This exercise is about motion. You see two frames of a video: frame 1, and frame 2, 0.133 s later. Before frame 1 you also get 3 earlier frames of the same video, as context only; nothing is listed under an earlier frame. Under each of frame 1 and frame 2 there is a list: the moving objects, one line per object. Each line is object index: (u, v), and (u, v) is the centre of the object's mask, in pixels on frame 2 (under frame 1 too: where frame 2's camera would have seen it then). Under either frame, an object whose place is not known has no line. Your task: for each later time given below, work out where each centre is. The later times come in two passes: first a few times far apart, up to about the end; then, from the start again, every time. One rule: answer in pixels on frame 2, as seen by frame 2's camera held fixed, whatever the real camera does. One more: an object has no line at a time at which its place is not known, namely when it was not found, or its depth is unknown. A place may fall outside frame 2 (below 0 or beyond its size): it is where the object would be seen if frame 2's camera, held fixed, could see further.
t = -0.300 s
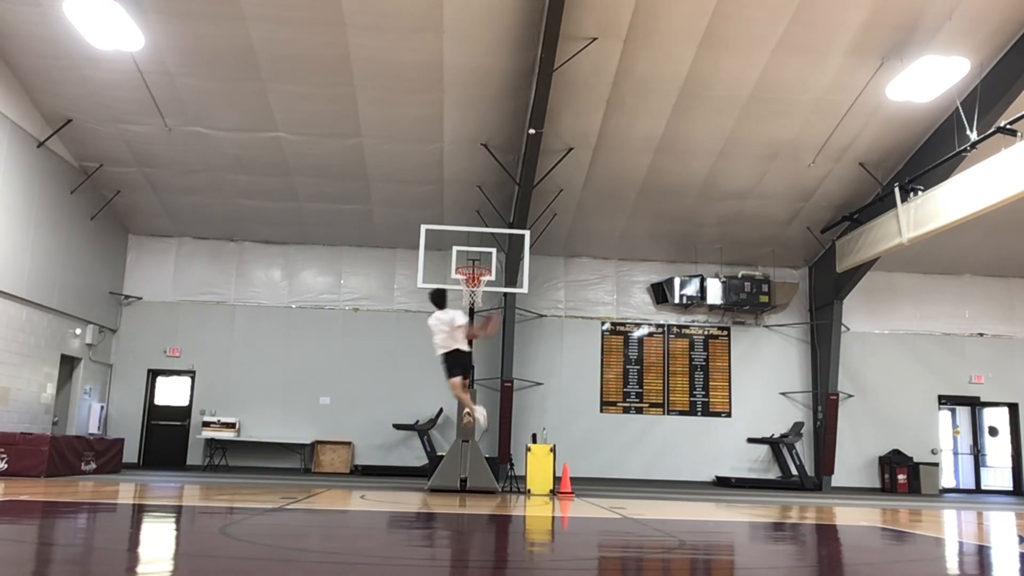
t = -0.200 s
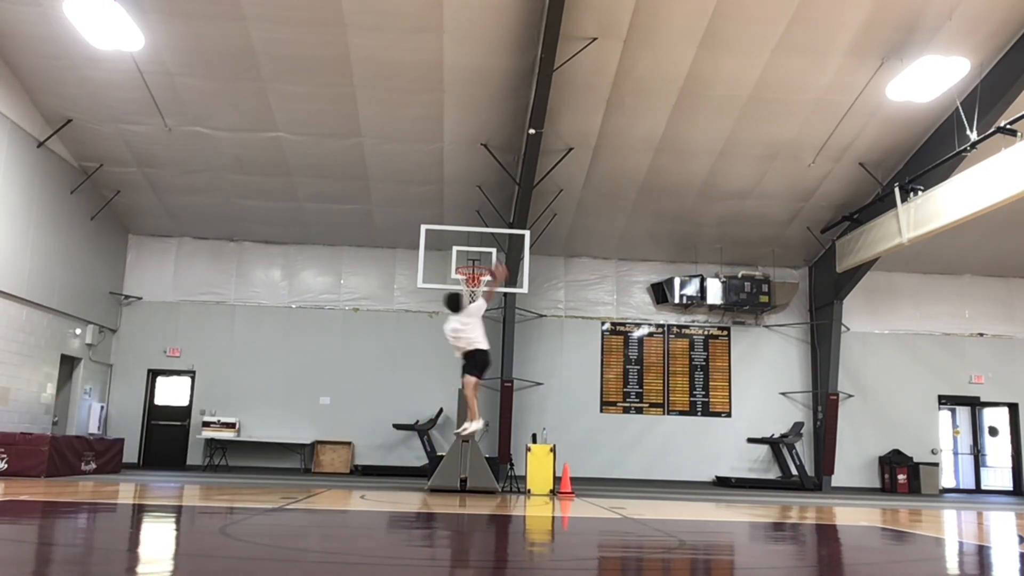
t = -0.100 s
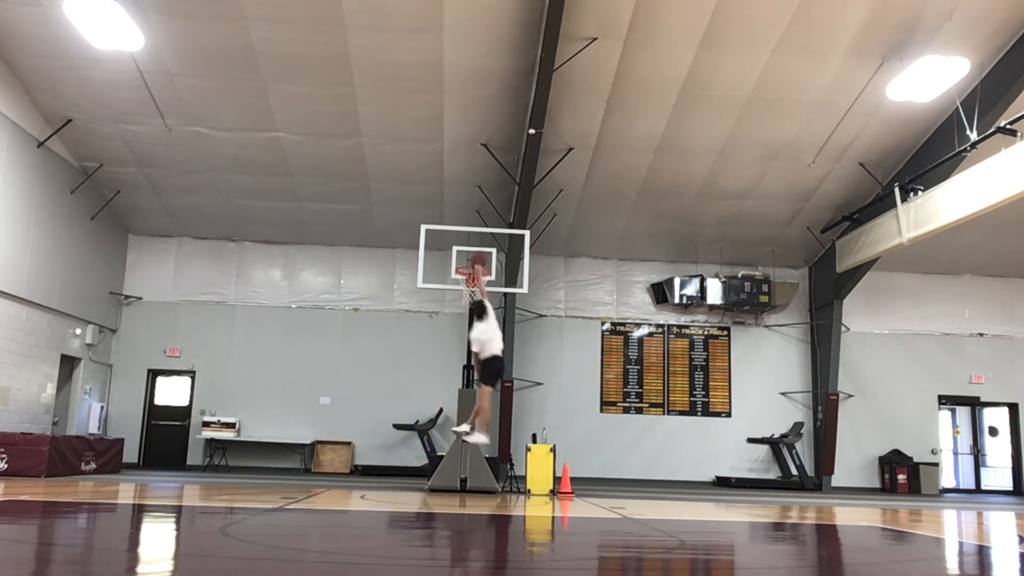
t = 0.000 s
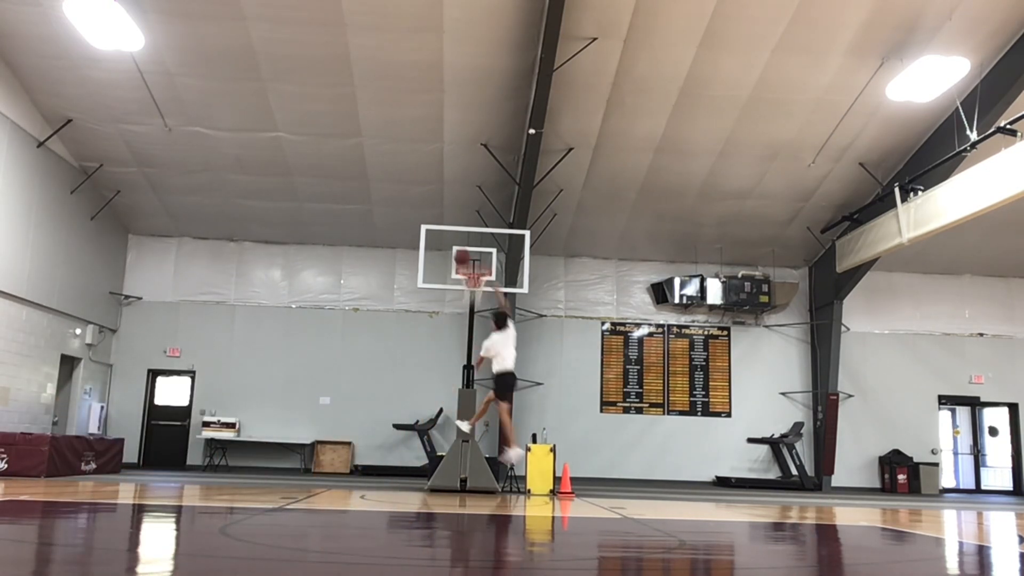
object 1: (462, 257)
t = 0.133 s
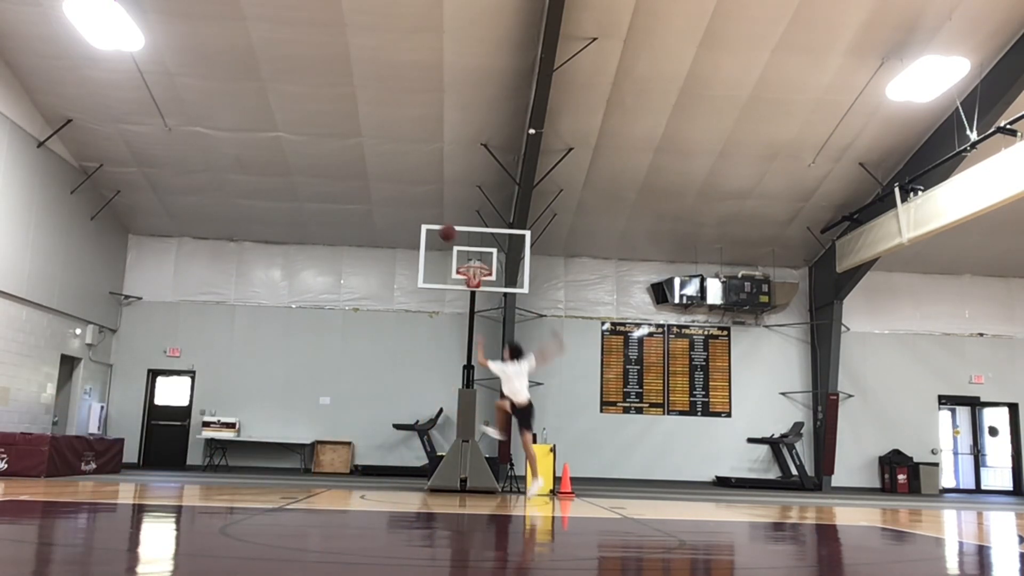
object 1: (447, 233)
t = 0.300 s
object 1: (427, 218)
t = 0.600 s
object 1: (384, 242)
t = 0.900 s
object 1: (329, 344)
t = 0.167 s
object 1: (444, 228)
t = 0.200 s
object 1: (440, 225)
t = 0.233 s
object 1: (436, 221)
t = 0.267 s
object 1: (432, 219)
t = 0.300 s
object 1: (427, 218)
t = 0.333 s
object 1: (423, 218)
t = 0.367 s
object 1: (418, 218)
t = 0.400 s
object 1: (414, 219)
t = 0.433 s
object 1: (410, 220)
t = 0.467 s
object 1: (404, 223)
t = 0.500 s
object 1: (400, 226)
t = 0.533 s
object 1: (395, 231)
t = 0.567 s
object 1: (389, 236)
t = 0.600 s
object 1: (384, 242)
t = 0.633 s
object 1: (379, 249)
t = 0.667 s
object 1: (373, 257)
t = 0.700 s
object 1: (367, 266)
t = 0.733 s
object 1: (361, 276)
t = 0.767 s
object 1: (355, 287)
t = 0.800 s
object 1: (349, 299)
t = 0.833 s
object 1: (342, 314)
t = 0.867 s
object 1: (336, 329)
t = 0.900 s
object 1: (329, 344)
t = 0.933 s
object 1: (322, 362)
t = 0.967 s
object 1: (315, 381)
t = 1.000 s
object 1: (308, 399)
